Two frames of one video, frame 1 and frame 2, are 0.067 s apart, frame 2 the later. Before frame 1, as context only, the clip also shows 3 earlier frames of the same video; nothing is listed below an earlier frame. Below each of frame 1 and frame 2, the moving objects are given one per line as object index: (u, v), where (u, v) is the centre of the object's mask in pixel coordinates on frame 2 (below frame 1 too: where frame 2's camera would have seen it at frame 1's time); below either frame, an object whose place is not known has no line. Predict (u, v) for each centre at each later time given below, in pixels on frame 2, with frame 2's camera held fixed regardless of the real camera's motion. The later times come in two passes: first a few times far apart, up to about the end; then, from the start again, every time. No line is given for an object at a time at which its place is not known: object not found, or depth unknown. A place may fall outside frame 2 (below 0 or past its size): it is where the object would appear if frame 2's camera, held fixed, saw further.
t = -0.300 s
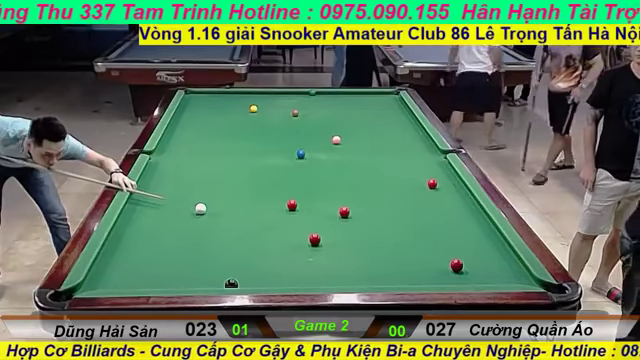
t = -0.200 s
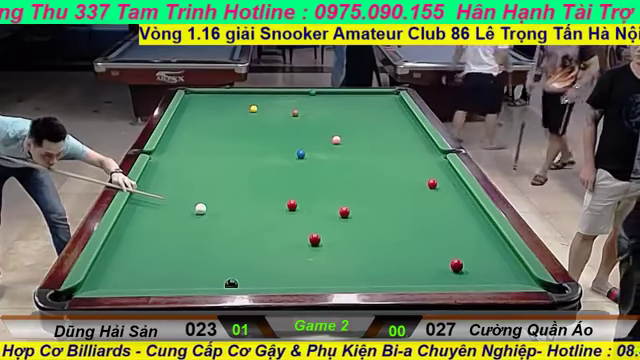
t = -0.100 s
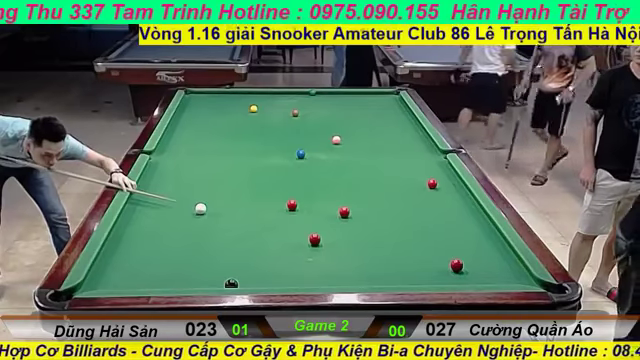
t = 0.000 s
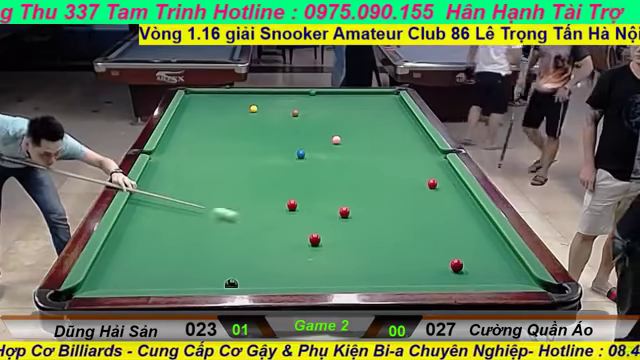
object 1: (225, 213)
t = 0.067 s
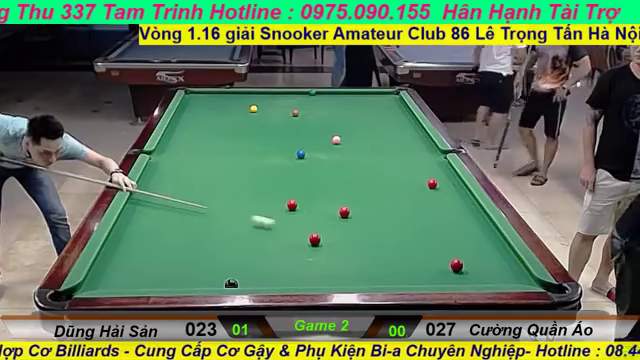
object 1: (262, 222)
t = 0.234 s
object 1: (358, 241)
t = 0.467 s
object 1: (452, 259)
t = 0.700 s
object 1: (488, 259)
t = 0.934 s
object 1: (505, 263)
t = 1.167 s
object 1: (478, 266)
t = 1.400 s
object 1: (452, 269)
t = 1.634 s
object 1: (426, 273)
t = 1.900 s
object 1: (398, 276)
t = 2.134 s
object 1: (374, 279)
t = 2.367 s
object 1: (351, 280)
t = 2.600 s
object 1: (330, 283)
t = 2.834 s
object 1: (311, 283)
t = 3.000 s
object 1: (296, 282)
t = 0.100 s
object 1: (282, 225)
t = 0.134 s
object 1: (299, 229)
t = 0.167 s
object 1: (320, 232)
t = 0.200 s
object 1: (338, 237)
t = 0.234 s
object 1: (358, 241)
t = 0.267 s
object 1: (377, 246)
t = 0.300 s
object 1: (398, 251)
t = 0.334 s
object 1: (418, 255)
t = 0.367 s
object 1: (439, 260)
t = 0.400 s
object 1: (447, 261)
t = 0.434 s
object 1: (449, 260)
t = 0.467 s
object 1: (452, 259)
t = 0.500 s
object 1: (455, 259)
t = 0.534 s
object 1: (460, 258)
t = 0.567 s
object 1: (464, 258)
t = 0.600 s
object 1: (470, 258)
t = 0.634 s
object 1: (476, 258)
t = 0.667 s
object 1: (482, 259)
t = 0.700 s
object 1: (488, 259)
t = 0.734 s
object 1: (495, 259)
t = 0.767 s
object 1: (502, 260)
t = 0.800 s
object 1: (509, 261)
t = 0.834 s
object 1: (514, 261)
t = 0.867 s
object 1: (513, 261)
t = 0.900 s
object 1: (509, 262)
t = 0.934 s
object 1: (505, 263)
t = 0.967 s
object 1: (501, 263)
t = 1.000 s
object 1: (497, 264)
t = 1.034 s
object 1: (493, 264)
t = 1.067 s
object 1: (489, 265)
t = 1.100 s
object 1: (485, 265)
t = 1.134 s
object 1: (481, 265)
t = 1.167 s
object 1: (478, 266)
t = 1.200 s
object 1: (474, 267)
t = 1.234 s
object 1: (470, 267)
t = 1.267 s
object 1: (467, 268)
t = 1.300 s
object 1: (463, 268)
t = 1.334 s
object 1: (459, 269)
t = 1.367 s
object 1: (455, 269)
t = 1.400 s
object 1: (452, 269)
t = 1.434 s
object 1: (448, 270)
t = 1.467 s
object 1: (444, 270)
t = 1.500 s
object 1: (441, 271)
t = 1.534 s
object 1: (437, 272)
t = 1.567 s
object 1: (433, 272)
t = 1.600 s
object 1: (430, 273)
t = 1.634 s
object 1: (426, 273)
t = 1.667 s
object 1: (423, 273)
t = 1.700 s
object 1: (419, 274)
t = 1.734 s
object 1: (416, 274)
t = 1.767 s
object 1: (412, 275)
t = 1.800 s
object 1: (408, 275)
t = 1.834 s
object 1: (405, 276)
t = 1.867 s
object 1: (401, 276)
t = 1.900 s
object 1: (398, 276)
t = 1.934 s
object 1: (394, 277)
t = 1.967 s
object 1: (391, 277)
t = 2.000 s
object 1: (388, 278)
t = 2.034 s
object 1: (385, 278)
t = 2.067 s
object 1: (381, 279)
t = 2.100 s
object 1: (378, 279)
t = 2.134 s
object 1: (374, 279)
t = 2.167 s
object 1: (371, 279)
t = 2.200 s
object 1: (368, 279)
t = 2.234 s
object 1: (364, 279)
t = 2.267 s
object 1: (361, 280)
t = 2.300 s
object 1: (358, 280)
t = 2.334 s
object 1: (355, 280)
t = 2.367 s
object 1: (351, 280)
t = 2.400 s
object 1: (348, 281)
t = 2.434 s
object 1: (345, 281)
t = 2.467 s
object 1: (342, 281)
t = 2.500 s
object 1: (339, 281)
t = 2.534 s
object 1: (336, 282)
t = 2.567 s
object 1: (333, 282)
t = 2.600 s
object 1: (330, 283)
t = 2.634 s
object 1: (327, 283)
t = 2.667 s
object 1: (324, 283)
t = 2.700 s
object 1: (321, 283)
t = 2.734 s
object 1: (318, 283)
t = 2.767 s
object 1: (316, 283)
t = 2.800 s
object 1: (313, 283)
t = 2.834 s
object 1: (311, 283)
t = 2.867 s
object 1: (308, 283)
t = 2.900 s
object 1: (306, 283)
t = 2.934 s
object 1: (303, 283)
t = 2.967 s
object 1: (300, 282)
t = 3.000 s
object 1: (296, 282)
